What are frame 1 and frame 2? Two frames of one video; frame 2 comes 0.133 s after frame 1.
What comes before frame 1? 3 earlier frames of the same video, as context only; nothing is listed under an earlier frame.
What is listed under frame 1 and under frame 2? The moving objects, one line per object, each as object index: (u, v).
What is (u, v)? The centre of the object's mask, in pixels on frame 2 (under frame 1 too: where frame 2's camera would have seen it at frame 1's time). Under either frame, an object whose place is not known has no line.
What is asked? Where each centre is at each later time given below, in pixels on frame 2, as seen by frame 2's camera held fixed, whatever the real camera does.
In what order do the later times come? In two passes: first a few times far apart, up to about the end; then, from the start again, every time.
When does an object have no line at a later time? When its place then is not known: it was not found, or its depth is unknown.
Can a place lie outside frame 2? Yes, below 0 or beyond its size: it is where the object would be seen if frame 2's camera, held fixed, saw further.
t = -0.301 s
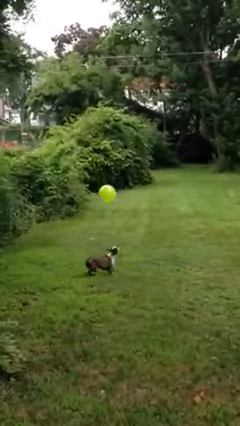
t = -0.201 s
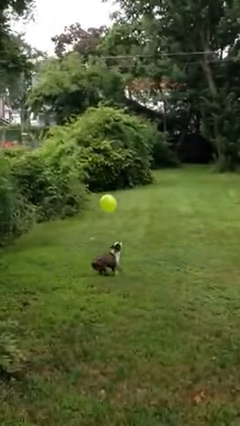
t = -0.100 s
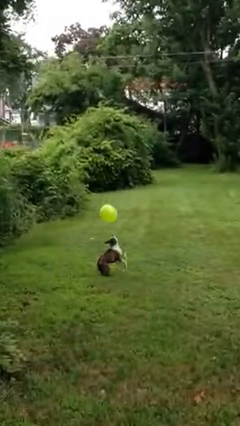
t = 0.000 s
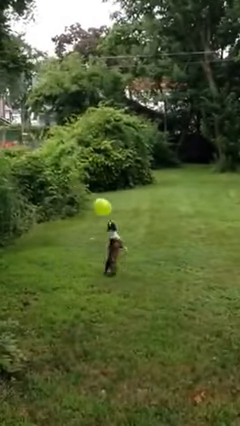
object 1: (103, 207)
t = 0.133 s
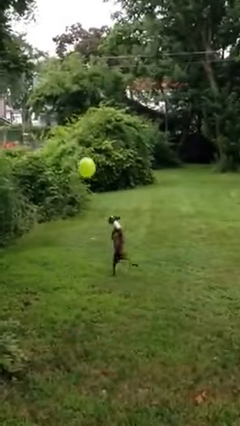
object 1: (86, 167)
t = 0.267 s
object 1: (72, 139)
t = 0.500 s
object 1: (62, 119)
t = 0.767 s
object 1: (56, 113)
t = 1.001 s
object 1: (53, 116)
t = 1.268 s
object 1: (50, 130)
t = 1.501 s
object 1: (48, 146)
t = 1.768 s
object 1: (48, 169)
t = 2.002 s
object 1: (50, 192)
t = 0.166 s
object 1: (83, 159)
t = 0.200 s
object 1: (79, 151)
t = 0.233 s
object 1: (76, 145)
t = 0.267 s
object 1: (72, 139)
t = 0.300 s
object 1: (70, 134)
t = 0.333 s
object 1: (67, 130)
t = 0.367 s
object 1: (66, 127)
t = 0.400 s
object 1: (65, 126)
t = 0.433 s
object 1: (64, 124)
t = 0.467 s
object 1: (63, 120)
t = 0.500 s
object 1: (62, 119)
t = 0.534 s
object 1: (61, 117)
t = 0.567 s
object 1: (60, 116)
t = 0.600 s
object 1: (60, 115)
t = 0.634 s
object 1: (59, 114)
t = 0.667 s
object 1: (59, 114)
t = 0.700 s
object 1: (58, 113)
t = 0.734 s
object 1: (57, 113)
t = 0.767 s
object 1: (56, 113)
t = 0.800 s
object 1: (56, 113)
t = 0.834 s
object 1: (55, 113)
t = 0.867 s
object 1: (55, 113)
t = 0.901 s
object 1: (54, 114)
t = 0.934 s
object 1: (54, 114)
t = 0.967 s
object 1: (53, 116)
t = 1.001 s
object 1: (53, 116)
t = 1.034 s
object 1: (52, 118)
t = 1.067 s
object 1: (52, 119)
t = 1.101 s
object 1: (52, 120)
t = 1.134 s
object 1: (51, 122)
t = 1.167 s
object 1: (51, 123)
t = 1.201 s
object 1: (51, 126)
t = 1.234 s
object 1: (50, 127)
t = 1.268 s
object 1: (50, 130)
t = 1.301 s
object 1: (50, 132)
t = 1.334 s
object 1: (49, 134)
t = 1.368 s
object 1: (49, 136)
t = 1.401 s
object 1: (48, 139)
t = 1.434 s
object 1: (49, 141)
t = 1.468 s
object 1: (48, 144)
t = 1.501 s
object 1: (48, 146)
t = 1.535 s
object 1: (47, 150)
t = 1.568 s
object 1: (47, 152)
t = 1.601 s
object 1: (48, 155)
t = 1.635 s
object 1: (47, 158)
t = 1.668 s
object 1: (48, 161)
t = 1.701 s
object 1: (48, 164)
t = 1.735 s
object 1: (48, 166)
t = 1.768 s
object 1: (48, 169)
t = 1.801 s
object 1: (48, 172)
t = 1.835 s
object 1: (48, 176)
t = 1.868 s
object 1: (49, 179)
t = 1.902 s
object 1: (49, 182)
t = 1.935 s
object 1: (49, 185)
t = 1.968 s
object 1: (49, 188)
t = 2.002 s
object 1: (50, 192)
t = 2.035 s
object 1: (50, 195)
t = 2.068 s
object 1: (50, 199)
